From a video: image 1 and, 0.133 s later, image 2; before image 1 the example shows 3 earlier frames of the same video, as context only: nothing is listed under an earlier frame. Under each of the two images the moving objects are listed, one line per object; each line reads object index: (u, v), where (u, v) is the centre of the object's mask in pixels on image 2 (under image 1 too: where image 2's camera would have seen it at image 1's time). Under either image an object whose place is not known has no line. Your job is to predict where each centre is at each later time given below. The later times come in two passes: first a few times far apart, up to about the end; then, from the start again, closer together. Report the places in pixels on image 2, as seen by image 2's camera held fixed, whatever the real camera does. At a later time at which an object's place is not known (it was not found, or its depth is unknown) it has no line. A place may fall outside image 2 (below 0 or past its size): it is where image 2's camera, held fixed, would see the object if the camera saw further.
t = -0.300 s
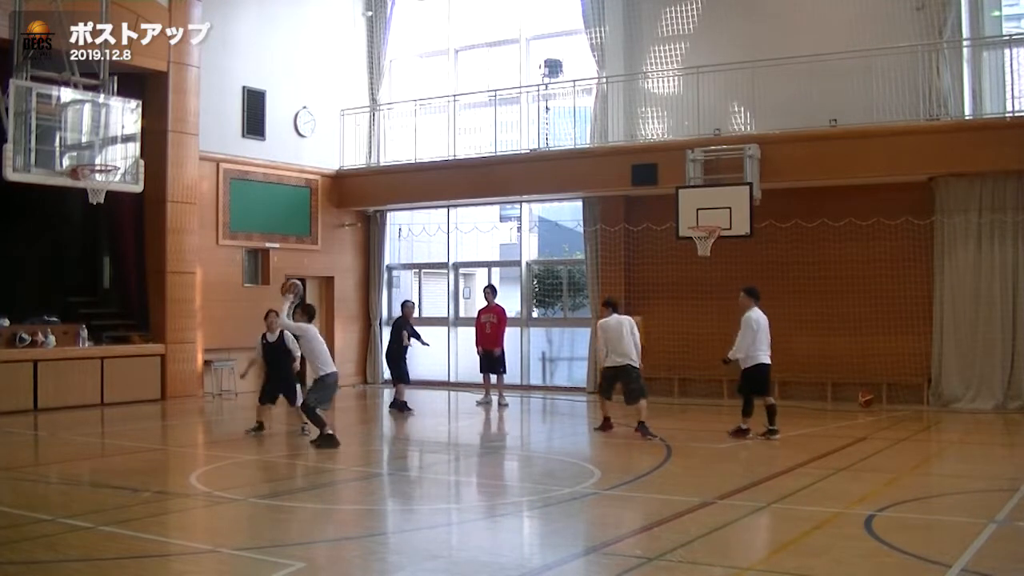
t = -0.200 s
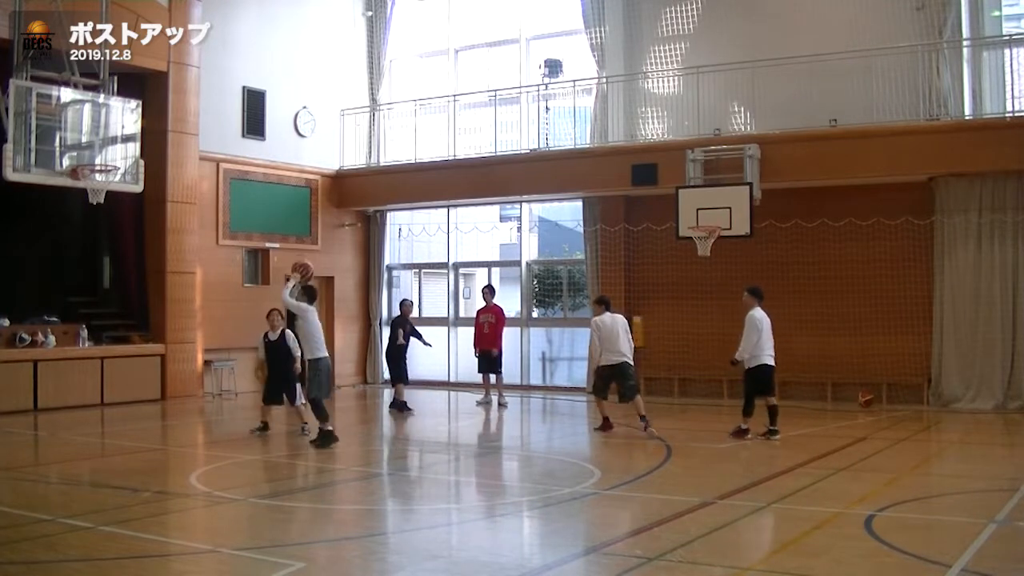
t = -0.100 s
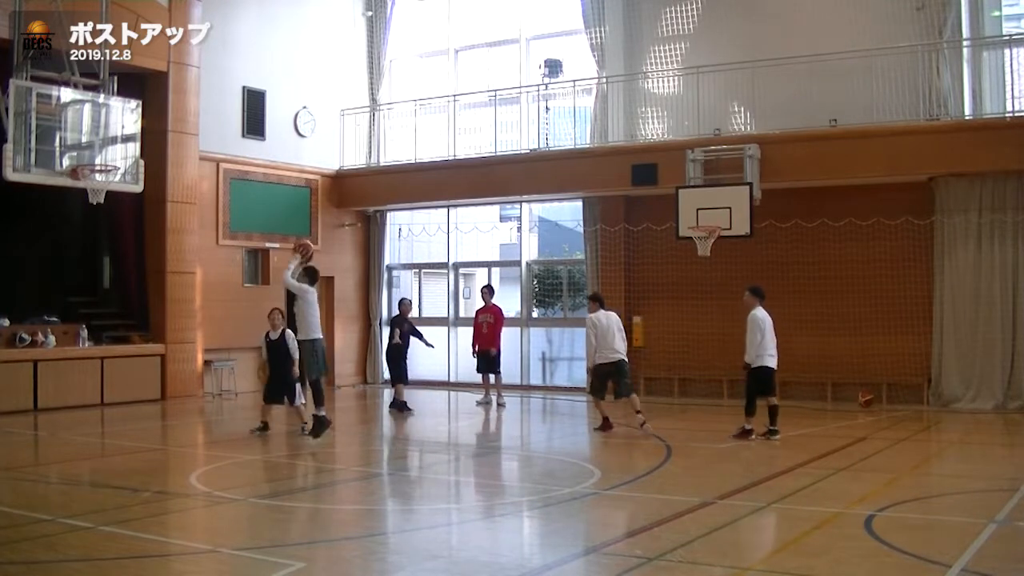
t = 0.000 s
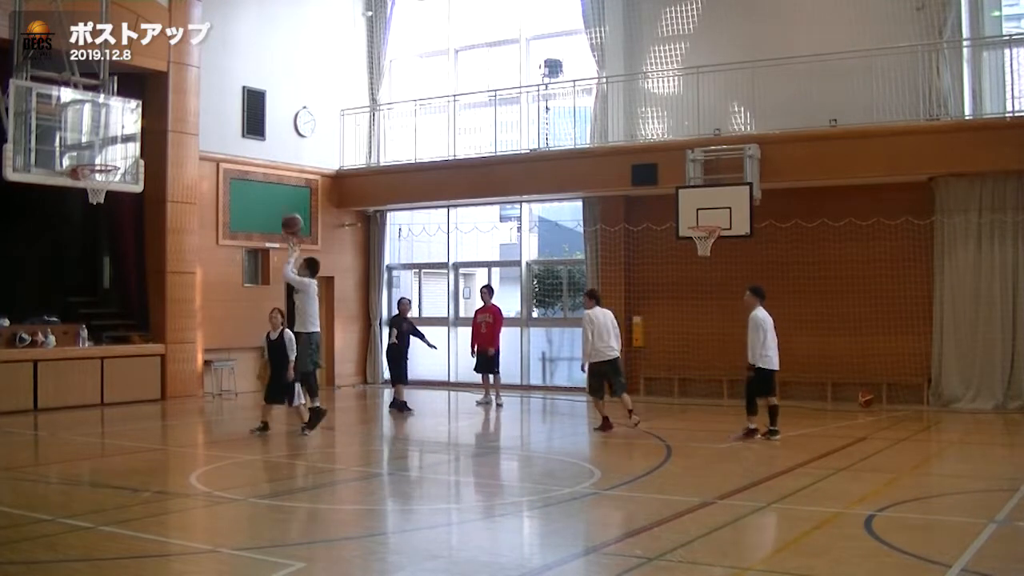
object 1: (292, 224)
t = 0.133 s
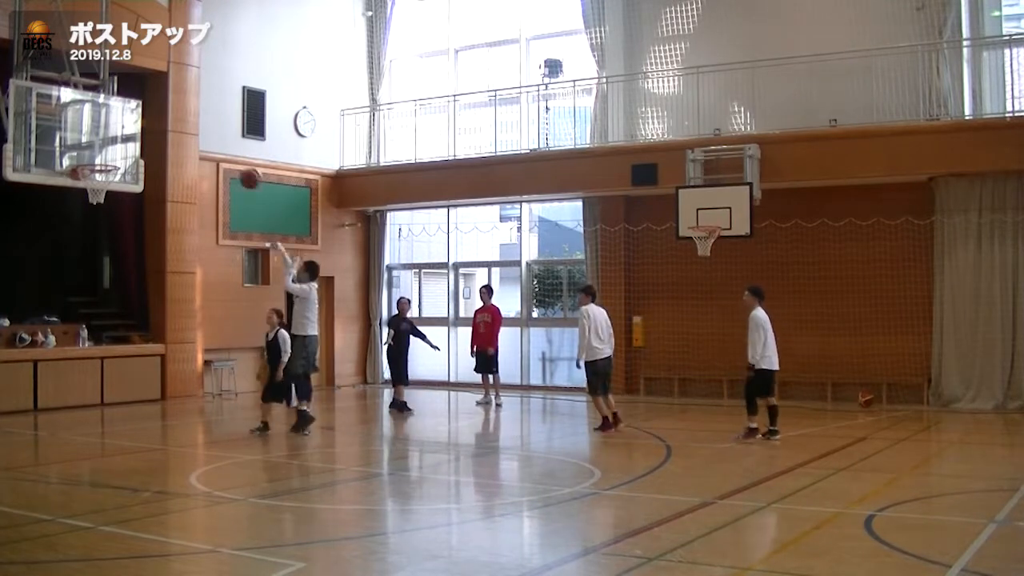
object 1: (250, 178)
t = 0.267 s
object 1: (210, 150)
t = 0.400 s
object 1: (173, 137)
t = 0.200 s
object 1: (230, 161)
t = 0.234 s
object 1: (220, 155)
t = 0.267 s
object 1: (210, 150)
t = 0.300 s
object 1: (201, 145)
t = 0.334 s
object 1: (191, 141)
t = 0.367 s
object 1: (181, 138)
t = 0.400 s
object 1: (173, 137)
